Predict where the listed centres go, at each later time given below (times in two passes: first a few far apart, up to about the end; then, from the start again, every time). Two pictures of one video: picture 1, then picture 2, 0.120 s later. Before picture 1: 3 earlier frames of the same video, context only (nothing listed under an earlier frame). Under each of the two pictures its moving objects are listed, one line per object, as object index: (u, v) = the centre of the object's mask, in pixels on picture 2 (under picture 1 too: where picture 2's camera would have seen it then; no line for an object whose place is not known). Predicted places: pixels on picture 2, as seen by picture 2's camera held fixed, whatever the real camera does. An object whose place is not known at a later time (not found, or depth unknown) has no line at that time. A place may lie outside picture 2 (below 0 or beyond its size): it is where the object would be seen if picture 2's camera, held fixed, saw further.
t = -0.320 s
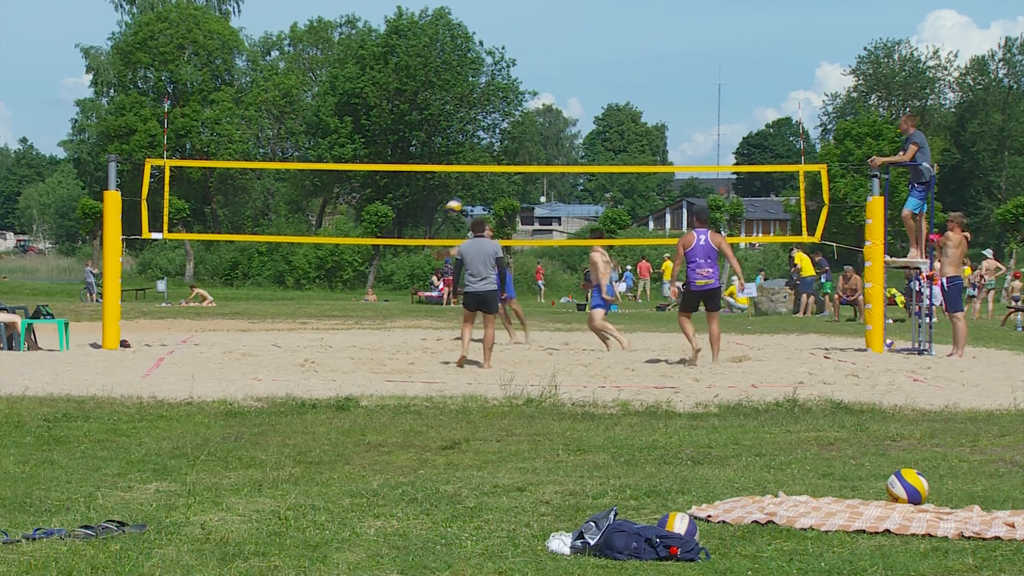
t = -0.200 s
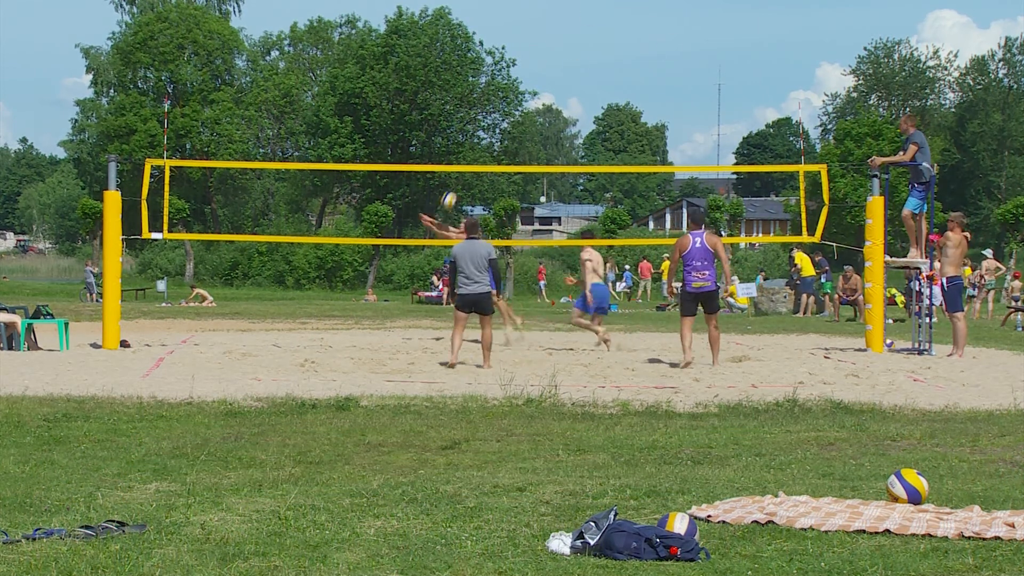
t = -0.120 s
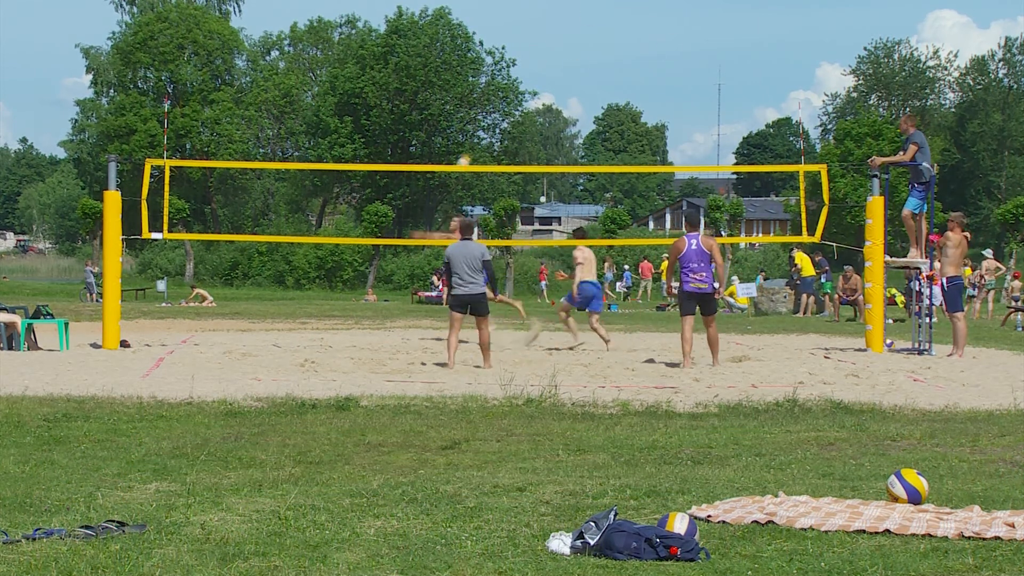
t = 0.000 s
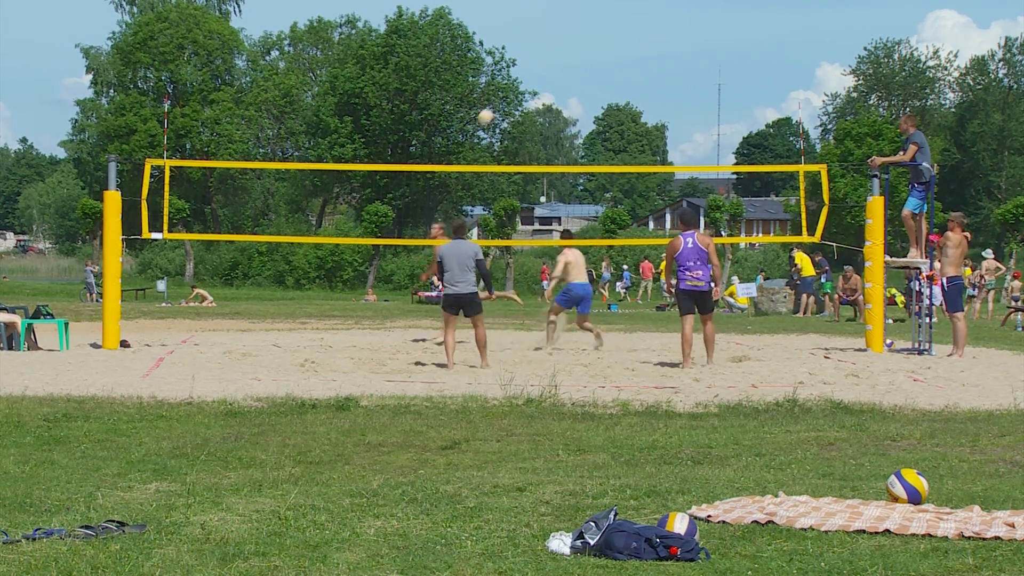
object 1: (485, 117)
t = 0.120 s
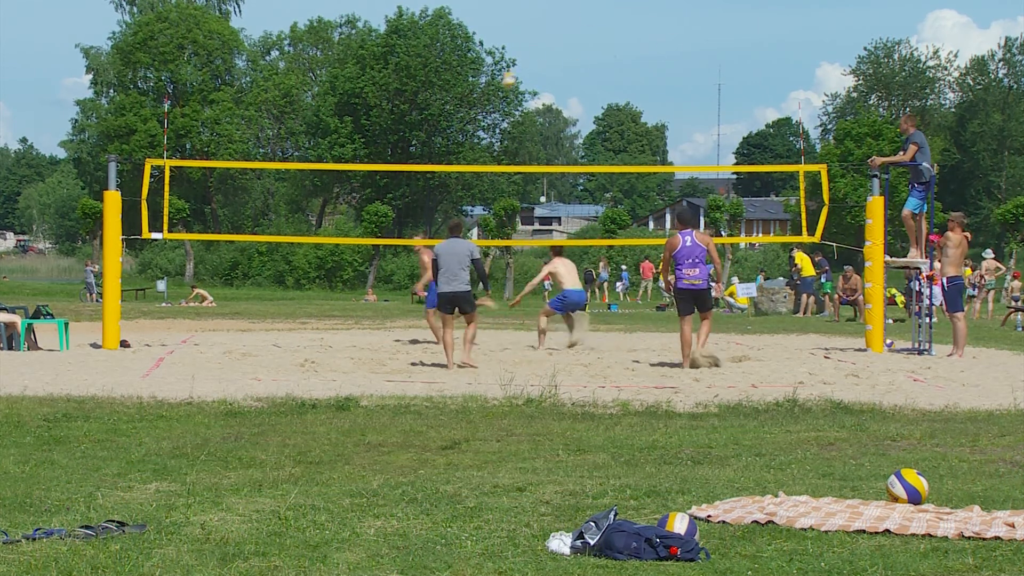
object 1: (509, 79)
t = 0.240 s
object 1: (532, 53)
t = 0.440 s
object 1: (573, 29)
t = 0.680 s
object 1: (625, 38)
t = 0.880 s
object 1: (670, 79)
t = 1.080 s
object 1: (716, 150)
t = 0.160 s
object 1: (516, 71)
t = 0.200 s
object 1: (524, 61)
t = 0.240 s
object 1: (532, 53)
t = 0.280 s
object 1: (540, 46)
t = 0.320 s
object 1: (548, 40)
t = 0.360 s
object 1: (556, 35)
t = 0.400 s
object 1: (565, 31)
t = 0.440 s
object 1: (573, 29)
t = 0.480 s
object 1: (582, 28)
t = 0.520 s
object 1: (590, 27)
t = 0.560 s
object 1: (599, 28)
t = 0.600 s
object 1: (607, 30)
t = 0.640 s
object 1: (616, 33)
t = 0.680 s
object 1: (625, 38)
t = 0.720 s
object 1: (634, 43)
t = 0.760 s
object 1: (643, 51)
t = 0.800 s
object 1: (652, 59)
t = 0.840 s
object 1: (661, 68)
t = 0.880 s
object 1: (670, 79)
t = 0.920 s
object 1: (680, 90)
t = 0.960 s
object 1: (689, 103)
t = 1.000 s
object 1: (698, 118)
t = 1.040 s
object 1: (707, 134)
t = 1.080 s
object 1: (716, 150)
